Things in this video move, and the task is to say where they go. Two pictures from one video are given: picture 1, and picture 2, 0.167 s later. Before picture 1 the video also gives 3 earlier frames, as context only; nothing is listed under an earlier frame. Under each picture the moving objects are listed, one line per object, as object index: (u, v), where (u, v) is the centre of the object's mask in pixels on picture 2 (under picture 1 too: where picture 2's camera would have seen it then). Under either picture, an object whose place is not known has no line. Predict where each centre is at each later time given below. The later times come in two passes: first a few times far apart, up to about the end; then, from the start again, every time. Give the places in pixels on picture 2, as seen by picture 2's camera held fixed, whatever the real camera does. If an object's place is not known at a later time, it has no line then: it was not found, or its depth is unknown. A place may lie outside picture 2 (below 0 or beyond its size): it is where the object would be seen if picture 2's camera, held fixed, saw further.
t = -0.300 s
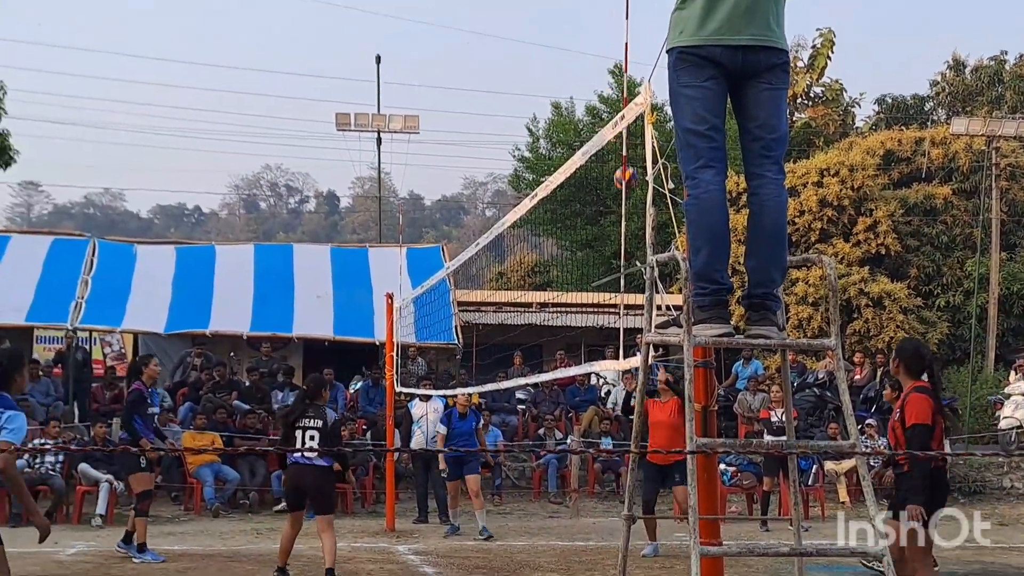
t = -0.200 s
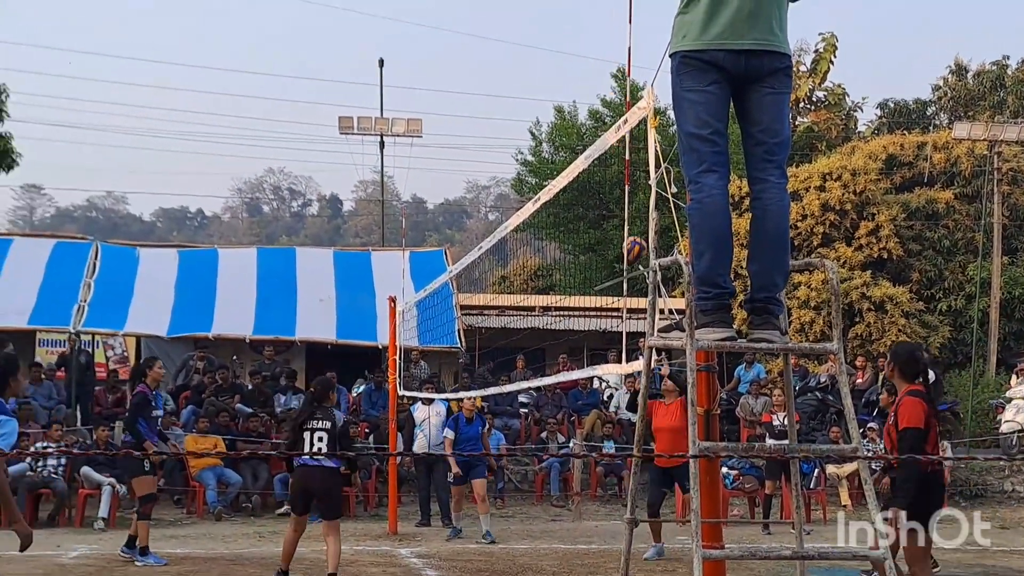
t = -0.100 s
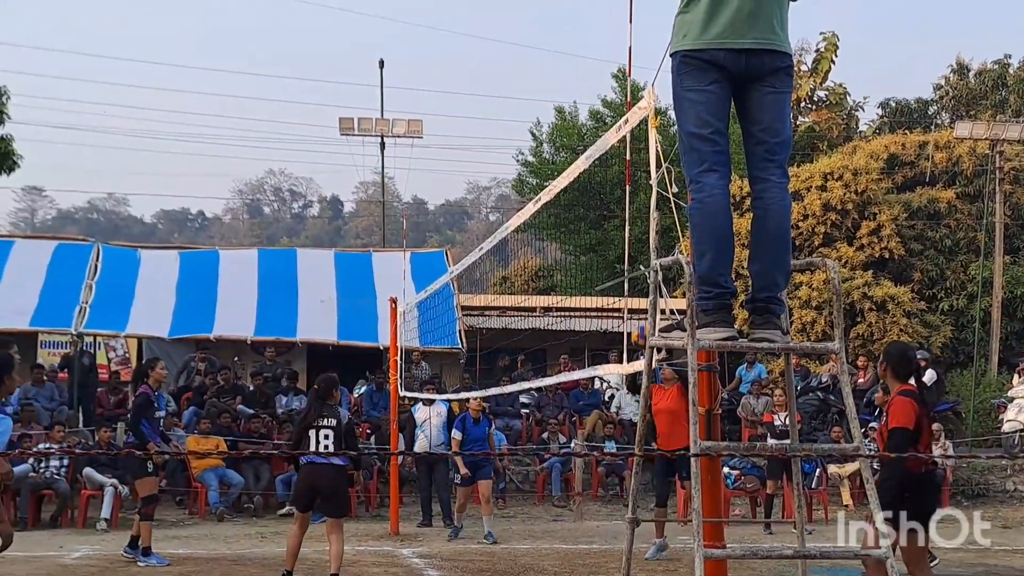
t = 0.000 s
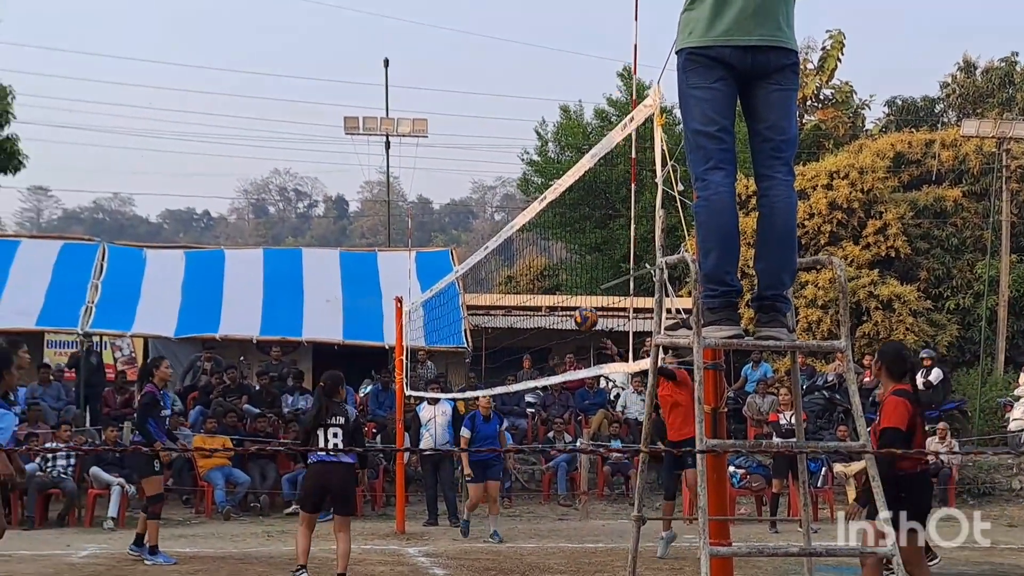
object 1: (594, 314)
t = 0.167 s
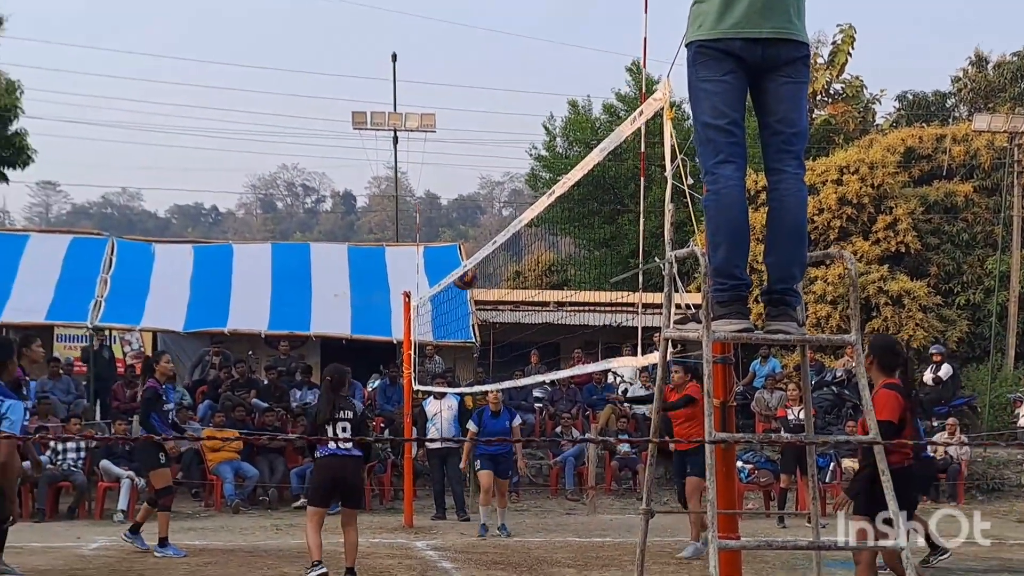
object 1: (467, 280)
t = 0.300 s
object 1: (429, 260)
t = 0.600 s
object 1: (367, 285)
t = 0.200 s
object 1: (445, 271)
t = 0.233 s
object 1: (438, 265)
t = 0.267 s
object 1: (436, 264)
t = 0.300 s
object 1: (429, 260)
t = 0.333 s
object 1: (422, 258)
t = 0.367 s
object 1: (415, 257)
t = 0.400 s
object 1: (406, 256)
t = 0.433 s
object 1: (399, 258)
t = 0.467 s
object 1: (395, 259)
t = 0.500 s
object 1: (387, 264)
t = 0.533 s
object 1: (381, 270)
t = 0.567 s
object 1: (374, 277)
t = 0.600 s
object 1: (367, 285)
